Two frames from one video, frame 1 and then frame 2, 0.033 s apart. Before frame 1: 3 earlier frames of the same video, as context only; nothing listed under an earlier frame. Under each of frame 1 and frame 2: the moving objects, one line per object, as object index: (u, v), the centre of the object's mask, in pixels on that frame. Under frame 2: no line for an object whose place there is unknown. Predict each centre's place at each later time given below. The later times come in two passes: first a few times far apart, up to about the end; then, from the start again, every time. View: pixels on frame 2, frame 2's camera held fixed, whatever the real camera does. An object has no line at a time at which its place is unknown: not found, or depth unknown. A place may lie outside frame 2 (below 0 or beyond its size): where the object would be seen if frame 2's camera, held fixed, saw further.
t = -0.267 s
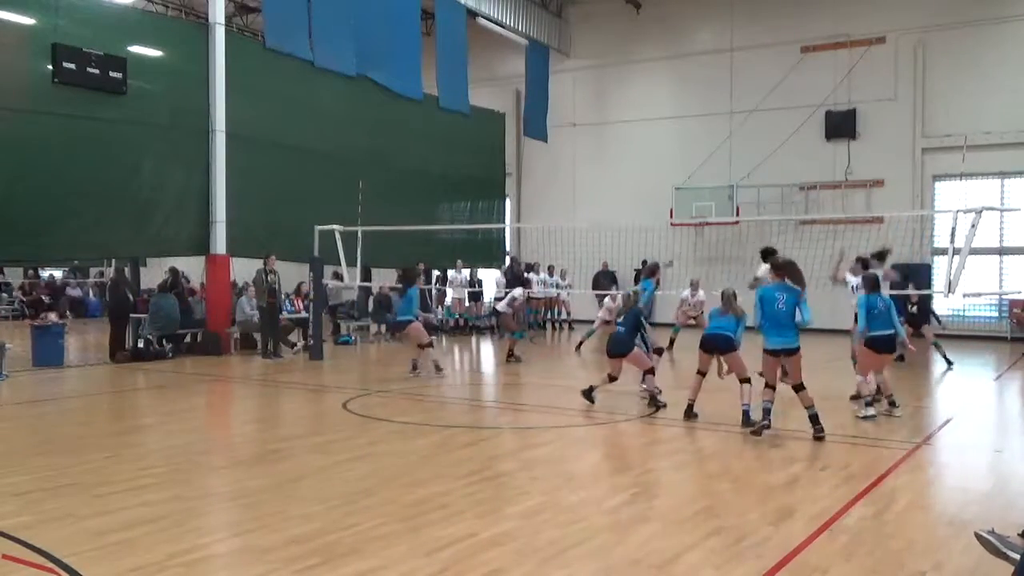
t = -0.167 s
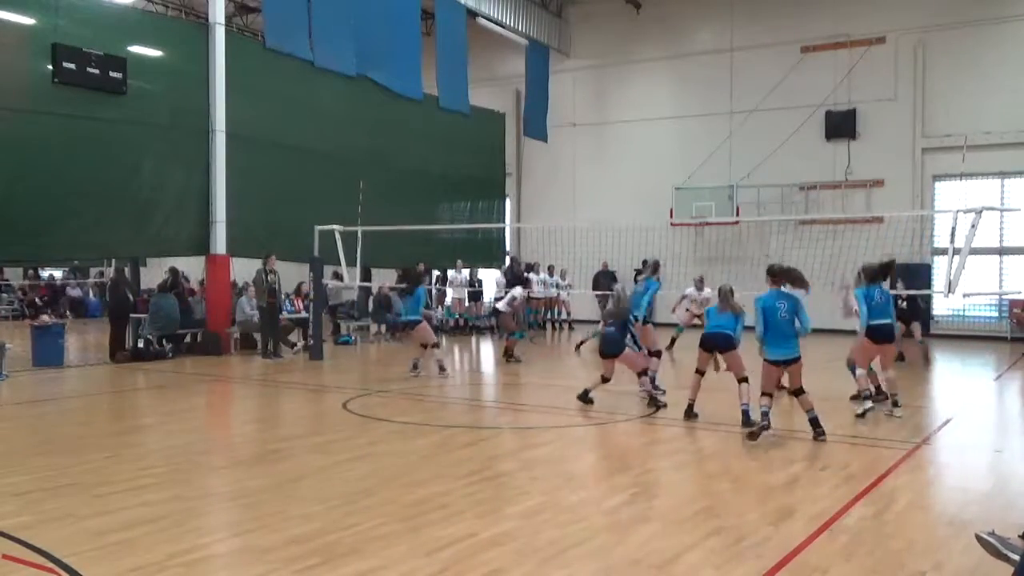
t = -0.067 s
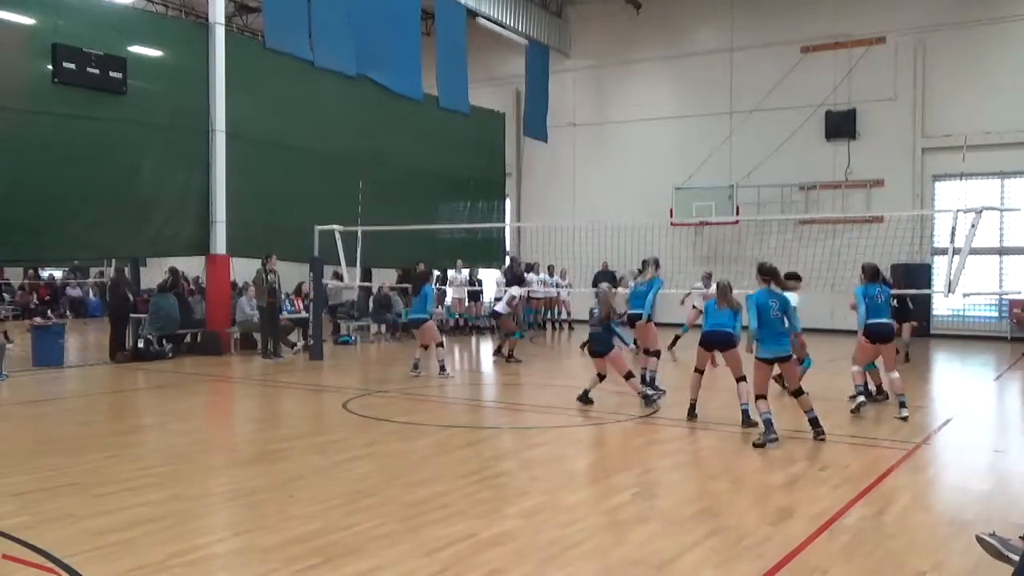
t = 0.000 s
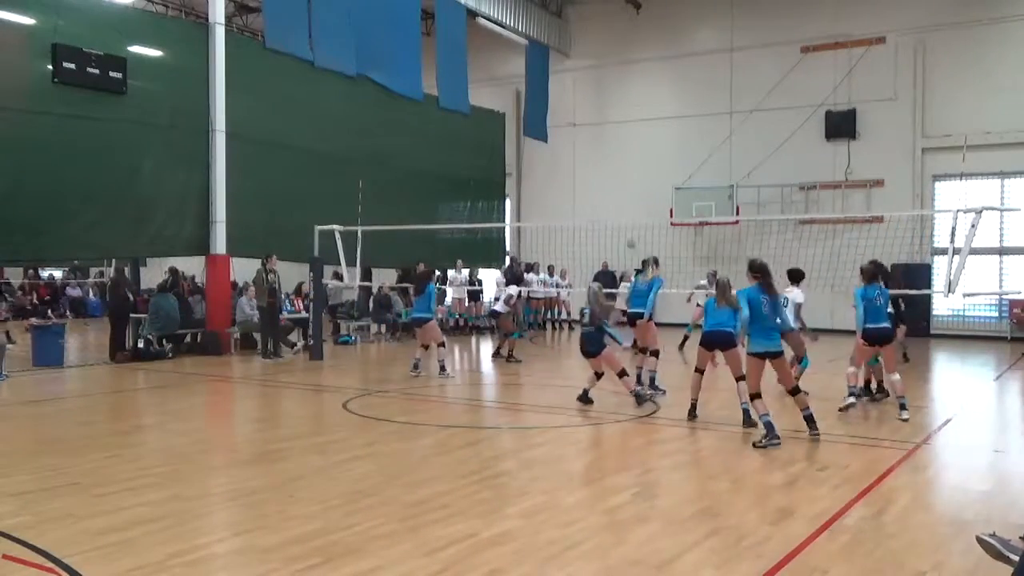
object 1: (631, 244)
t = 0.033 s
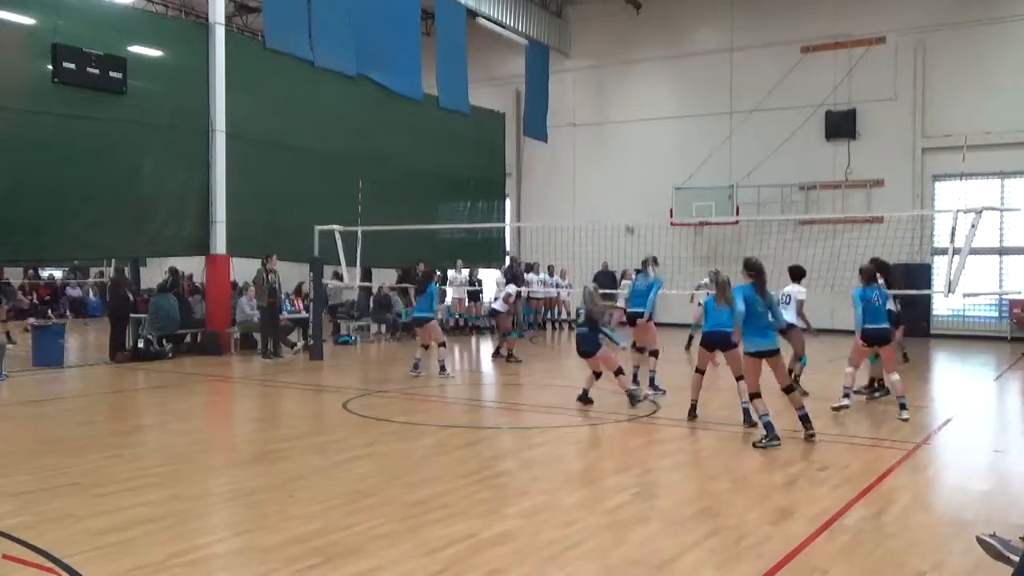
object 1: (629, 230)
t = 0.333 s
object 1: (615, 127)
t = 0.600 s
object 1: (604, 70)
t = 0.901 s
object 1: (588, 52)
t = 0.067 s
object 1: (628, 216)
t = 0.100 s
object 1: (627, 203)
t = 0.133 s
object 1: (626, 191)
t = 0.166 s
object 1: (625, 178)
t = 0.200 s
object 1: (623, 168)
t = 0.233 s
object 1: (622, 157)
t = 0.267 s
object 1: (621, 144)
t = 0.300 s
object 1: (619, 135)
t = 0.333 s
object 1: (615, 127)
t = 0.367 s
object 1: (616, 116)
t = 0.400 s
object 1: (614, 109)
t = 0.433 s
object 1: (613, 100)
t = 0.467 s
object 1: (612, 93)
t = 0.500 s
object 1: (609, 87)
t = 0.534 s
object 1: (608, 81)
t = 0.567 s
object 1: (607, 75)
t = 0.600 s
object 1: (604, 70)
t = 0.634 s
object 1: (603, 66)
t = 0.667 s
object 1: (601, 61)
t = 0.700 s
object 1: (599, 59)
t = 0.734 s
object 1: (596, 57)
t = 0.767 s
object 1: (595, 54)
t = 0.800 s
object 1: (593, 53)
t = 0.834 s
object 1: (591, 51)
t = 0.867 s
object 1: (590, 51)
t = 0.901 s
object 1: (588, 52)
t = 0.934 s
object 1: (586, 52)
